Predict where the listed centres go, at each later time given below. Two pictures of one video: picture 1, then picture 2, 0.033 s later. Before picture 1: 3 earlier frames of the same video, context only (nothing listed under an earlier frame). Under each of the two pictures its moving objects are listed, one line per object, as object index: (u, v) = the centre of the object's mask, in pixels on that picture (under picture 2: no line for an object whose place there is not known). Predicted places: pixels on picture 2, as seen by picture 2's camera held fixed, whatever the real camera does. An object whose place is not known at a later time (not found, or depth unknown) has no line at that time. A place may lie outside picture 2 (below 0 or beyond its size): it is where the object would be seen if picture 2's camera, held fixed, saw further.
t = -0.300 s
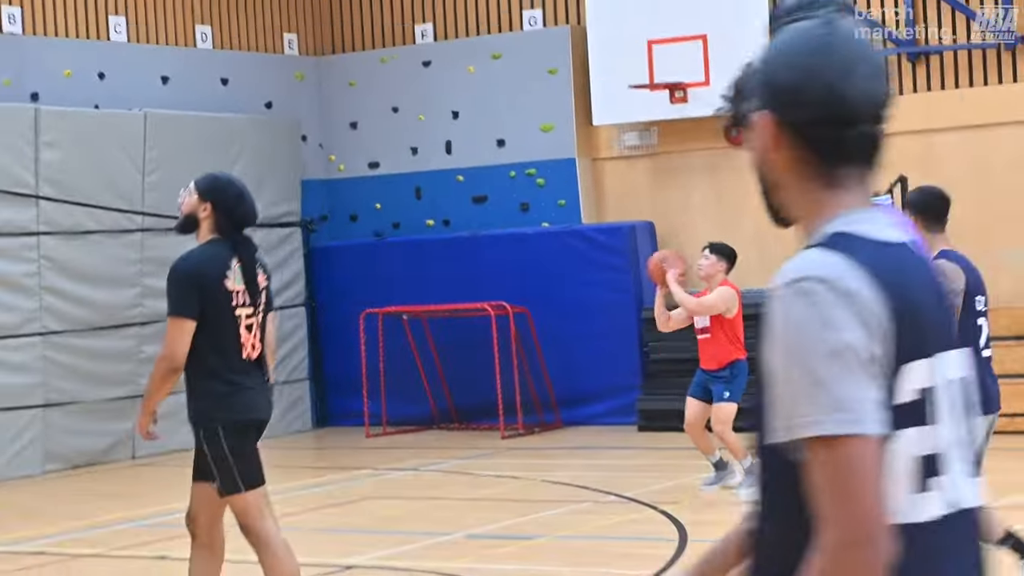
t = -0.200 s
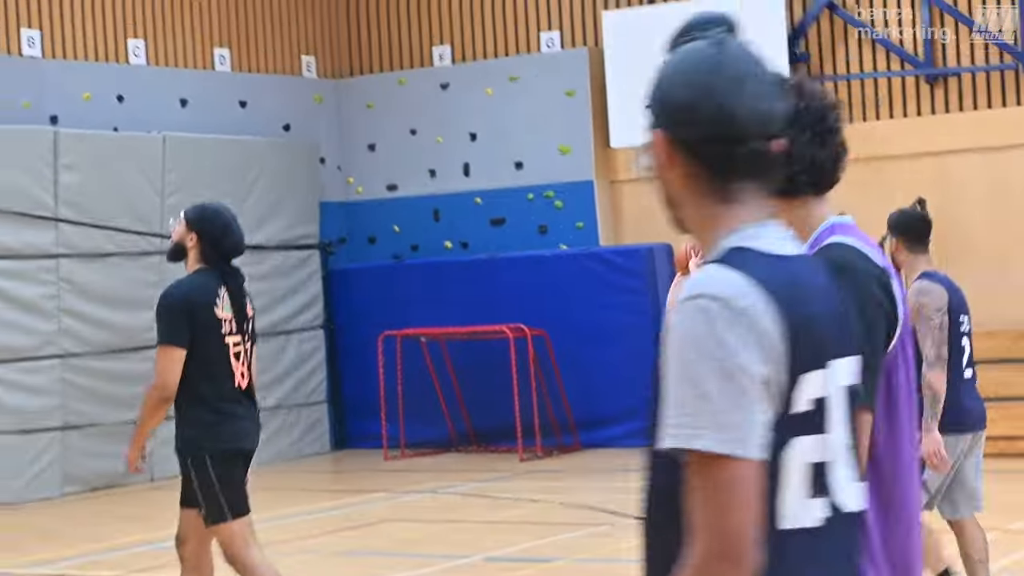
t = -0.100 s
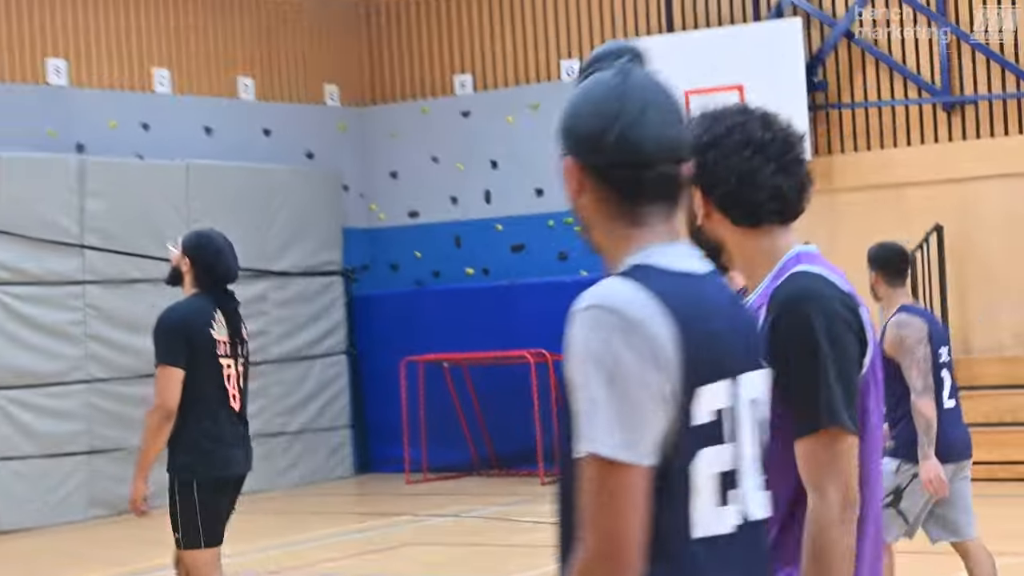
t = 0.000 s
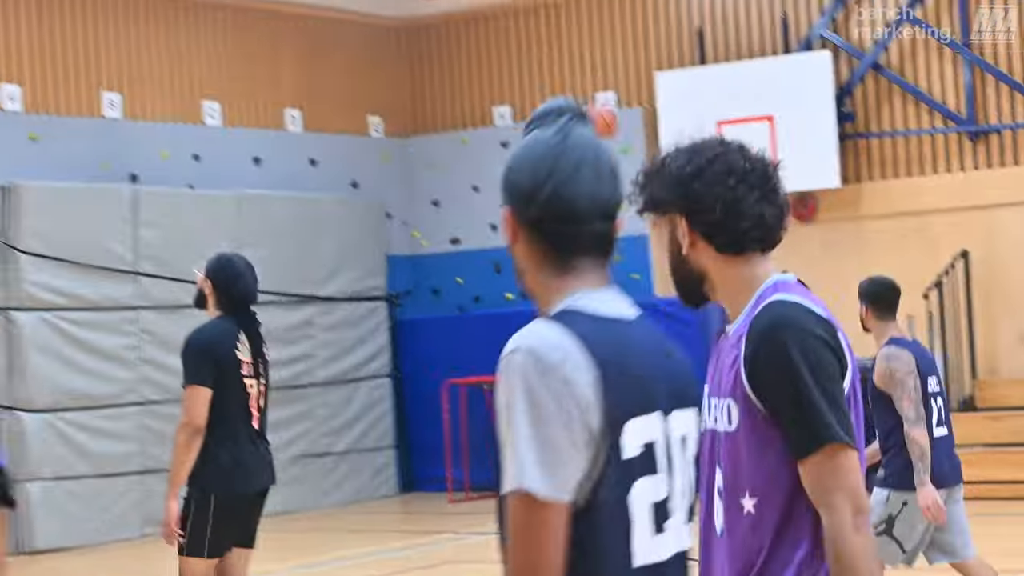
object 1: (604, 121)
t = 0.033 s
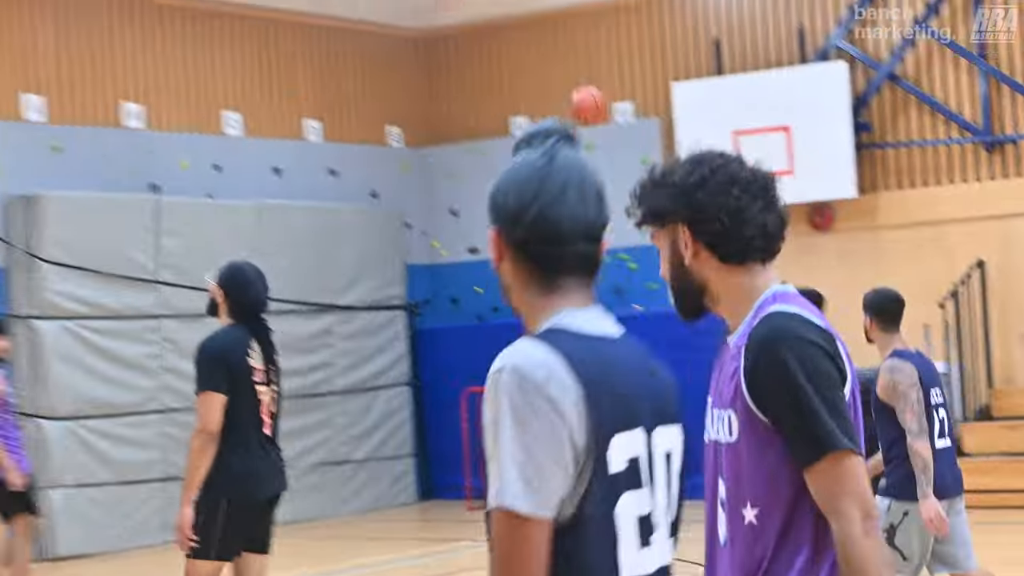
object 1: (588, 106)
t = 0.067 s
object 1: (561, 77)
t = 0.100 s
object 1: (534, 53)
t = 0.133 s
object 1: (508, 31)
